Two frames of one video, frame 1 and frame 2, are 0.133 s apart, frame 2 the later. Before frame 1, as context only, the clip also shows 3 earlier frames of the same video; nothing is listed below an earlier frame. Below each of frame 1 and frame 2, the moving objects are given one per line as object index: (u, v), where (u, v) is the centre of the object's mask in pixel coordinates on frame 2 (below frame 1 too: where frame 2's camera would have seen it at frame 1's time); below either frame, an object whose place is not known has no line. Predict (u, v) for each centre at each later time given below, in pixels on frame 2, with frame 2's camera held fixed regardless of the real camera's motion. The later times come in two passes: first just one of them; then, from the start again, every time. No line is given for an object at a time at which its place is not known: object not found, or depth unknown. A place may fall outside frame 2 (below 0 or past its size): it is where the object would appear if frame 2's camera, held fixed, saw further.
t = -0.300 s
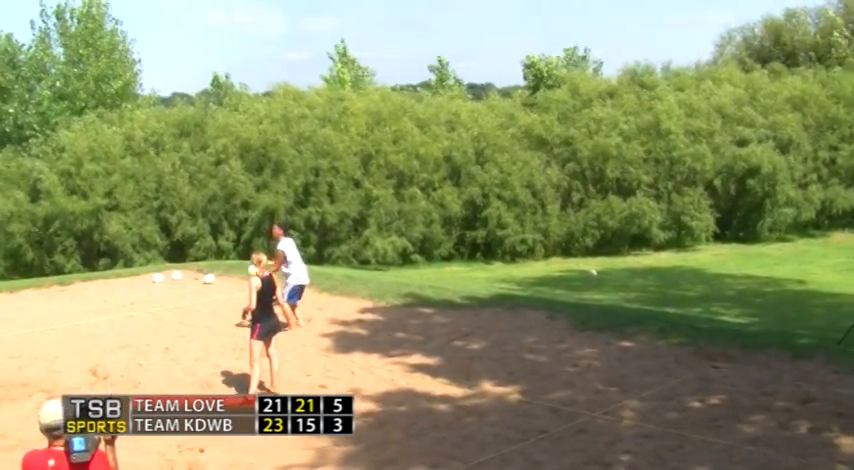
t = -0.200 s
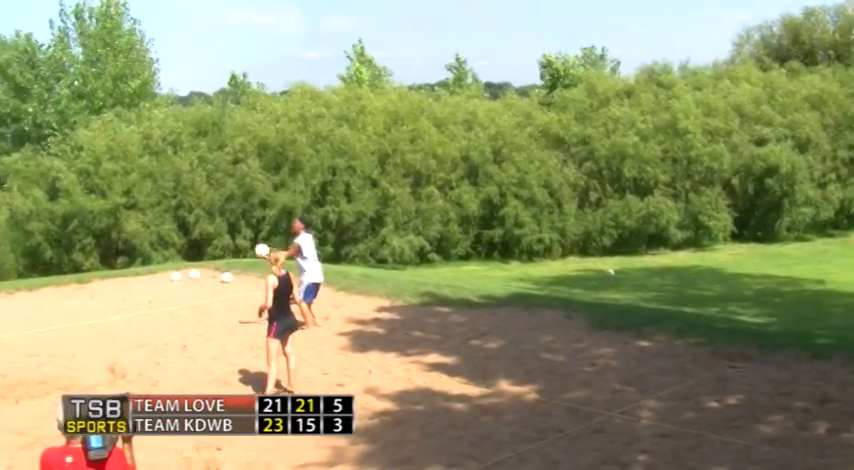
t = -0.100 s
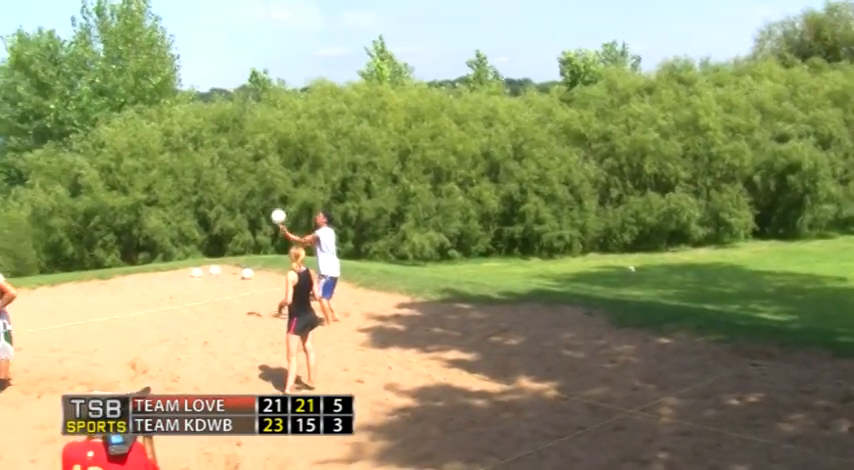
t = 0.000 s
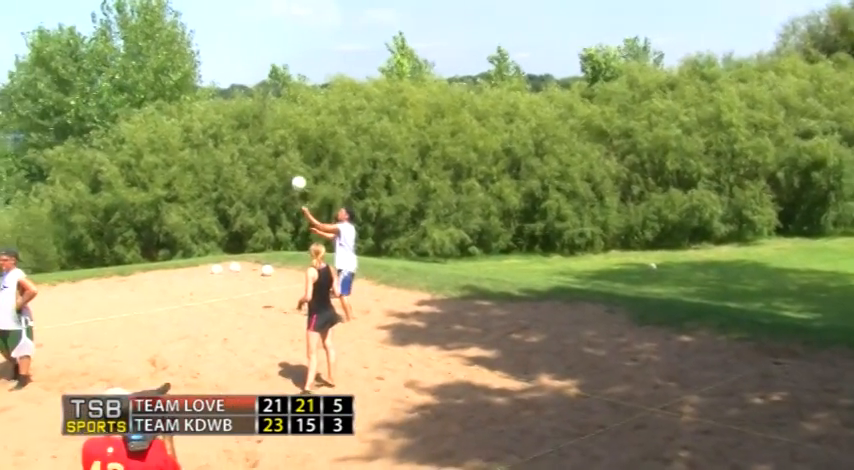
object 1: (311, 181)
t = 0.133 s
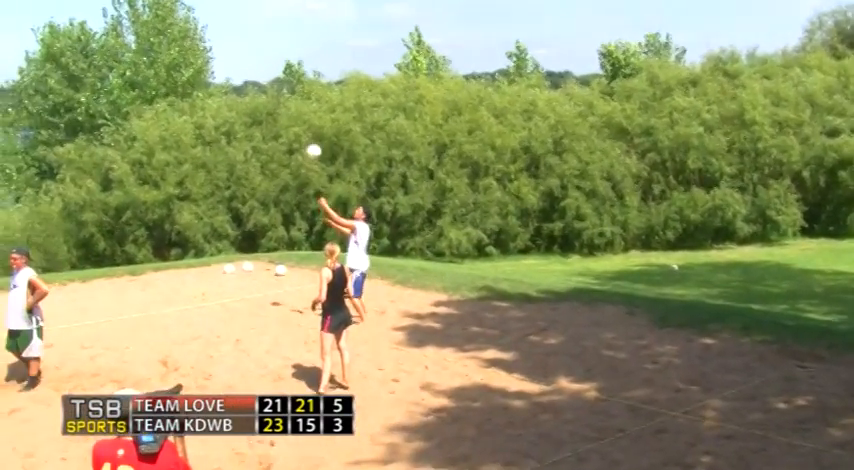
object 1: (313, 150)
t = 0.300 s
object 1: (316, 127)
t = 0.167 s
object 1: (314, 145)
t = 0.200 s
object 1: (315, 139)
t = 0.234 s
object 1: (315, 135)
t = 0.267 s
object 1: (315, 131)
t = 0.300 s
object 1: (316, 127)
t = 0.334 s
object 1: (316, 126)
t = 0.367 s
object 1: (317, 124)
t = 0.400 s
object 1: (319, 123)
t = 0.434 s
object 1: (321, 123)
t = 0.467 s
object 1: (322, 124)
